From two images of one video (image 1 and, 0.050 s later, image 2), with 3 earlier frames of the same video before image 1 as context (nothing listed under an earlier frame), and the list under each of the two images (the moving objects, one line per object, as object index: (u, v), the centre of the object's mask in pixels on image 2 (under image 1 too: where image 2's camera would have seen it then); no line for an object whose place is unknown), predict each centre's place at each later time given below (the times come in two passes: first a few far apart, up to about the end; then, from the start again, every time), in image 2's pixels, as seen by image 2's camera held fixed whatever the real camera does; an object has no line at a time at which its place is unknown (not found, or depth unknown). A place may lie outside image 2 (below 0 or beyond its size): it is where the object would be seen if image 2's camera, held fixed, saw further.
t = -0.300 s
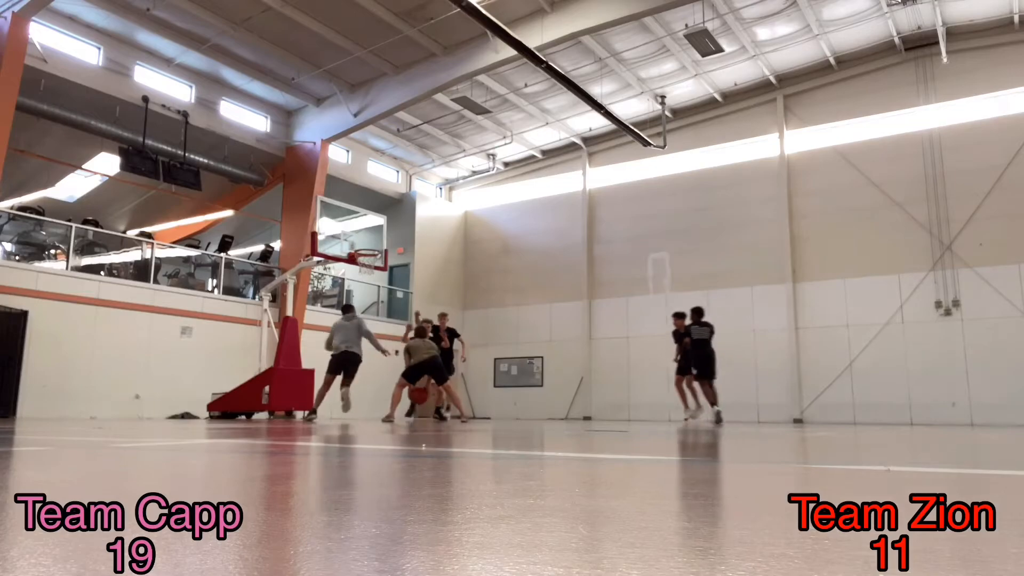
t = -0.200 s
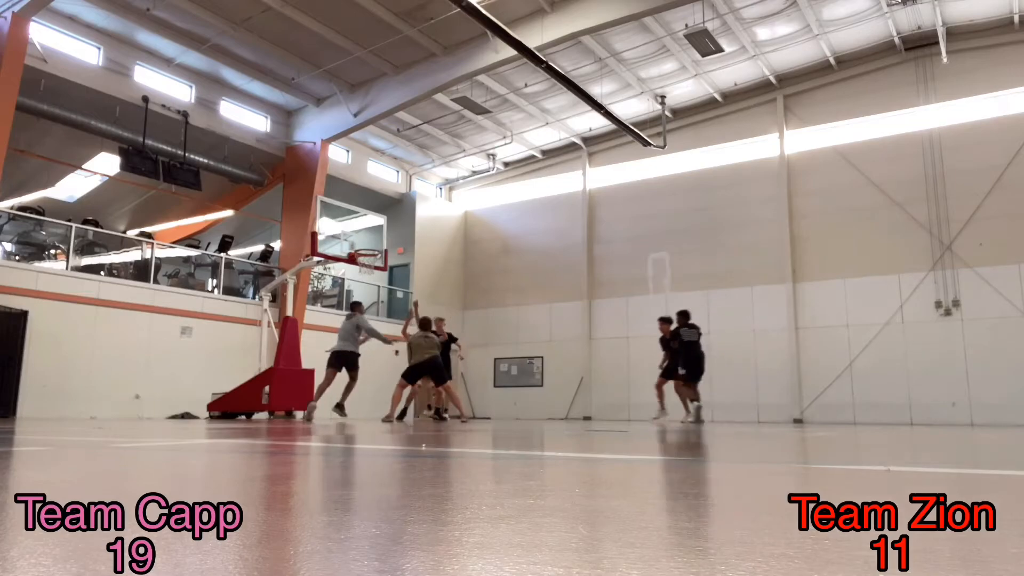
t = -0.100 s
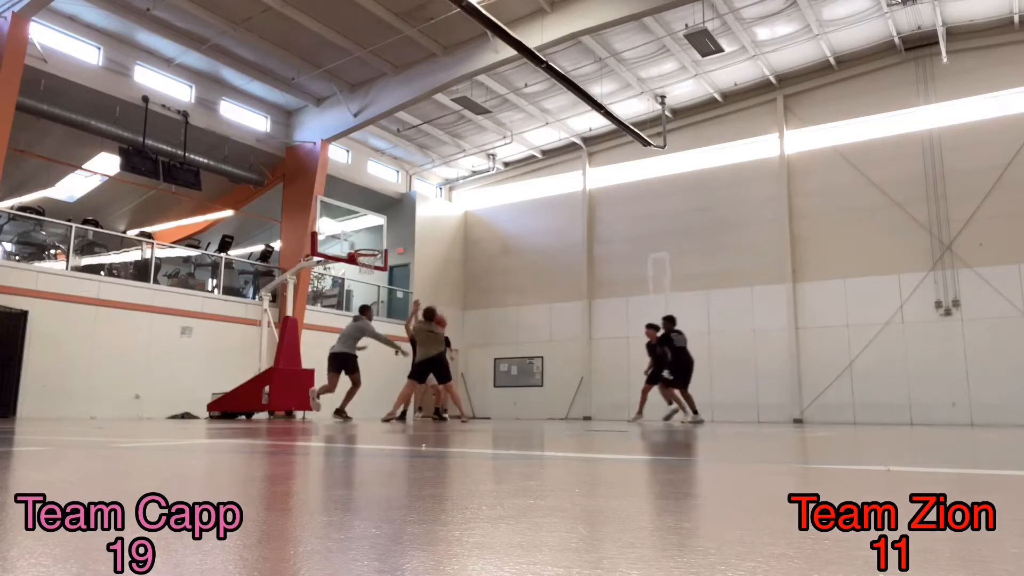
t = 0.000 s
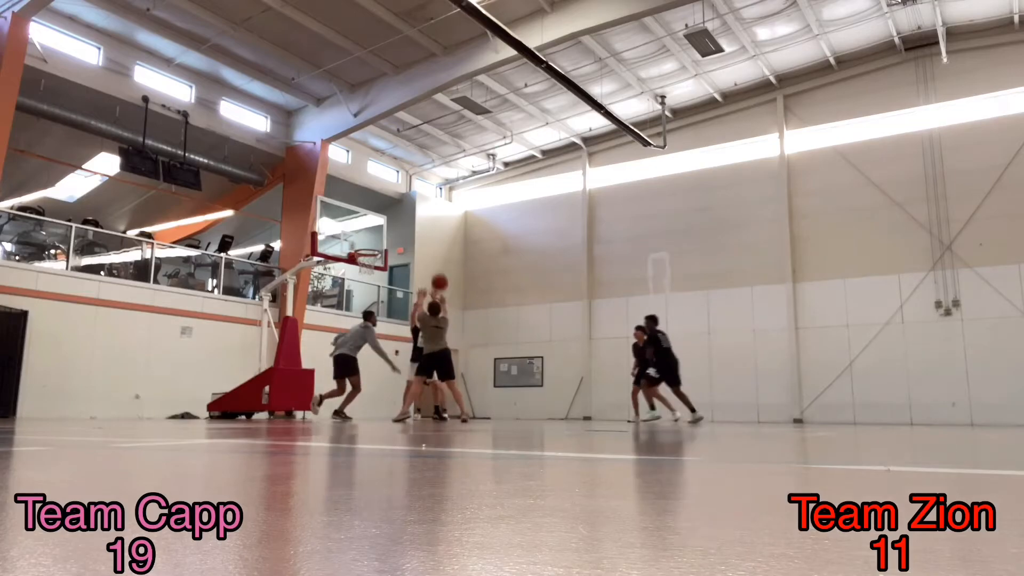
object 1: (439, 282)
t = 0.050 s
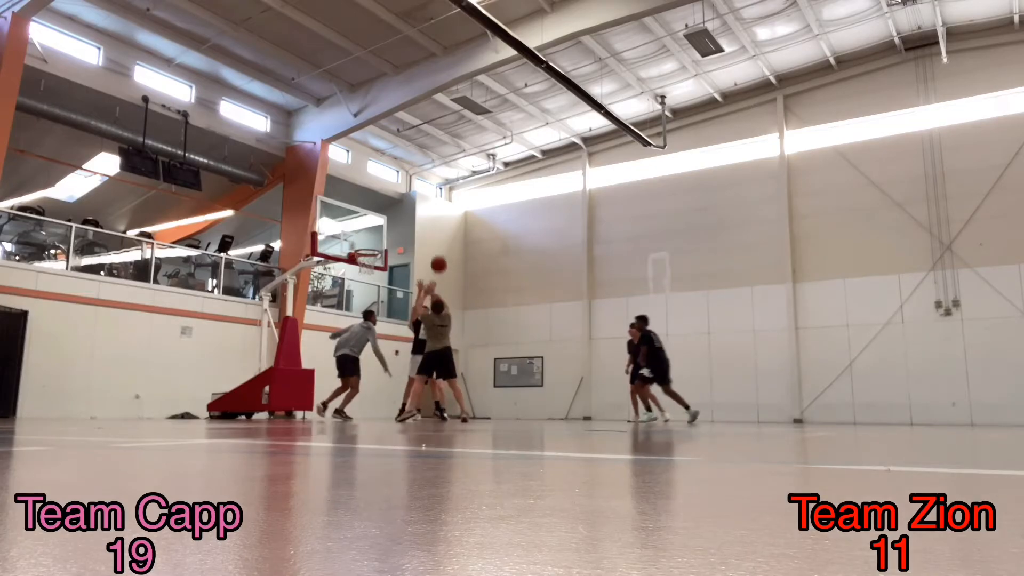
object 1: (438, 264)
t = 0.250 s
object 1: (435, 216)
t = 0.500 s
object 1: (430, 197)
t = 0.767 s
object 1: (424, 213)
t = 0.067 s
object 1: (438, 259)
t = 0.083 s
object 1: (438, 254)
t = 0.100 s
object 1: (438, 249)
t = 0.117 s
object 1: (437, 244)
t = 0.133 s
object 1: (437, 240)
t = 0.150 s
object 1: (436, 236)
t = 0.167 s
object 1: (436, 232)
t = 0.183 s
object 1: (436, 228)
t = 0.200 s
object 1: (436, 225)
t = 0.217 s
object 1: (435, 222)
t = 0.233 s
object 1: (435, 219)
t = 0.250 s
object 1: (435, 216)
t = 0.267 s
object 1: (434, 213)
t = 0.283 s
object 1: (434, 211)
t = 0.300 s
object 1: (434, 209)
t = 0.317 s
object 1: (433, 206)
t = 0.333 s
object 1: (433, 205)
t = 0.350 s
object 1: (433, 203)
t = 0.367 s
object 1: (432, 202)
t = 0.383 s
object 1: (432, 201)
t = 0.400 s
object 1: (432, 200)
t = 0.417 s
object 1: (431, 199)
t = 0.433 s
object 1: (431, 198)
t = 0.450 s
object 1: (431, 198)
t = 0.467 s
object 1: (430, 197)
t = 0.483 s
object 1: (430, 197)
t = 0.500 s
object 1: (430, 197)
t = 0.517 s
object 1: (430, 197)
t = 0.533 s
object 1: (429, 197)
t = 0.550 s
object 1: (429, 198)
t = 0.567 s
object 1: (428, 198)
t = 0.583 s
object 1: (428, 198)
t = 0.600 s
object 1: (428, 199)
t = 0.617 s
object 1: (427, 200)
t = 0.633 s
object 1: (427, 201)
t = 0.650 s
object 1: (427, 202)
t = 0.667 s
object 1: (426, 203)
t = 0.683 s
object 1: (426, 204)
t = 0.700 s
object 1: (426, 206)
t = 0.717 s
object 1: (425, 208)
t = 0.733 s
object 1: (425, 209)
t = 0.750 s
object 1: (425, 211)
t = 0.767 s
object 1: (424, 213)
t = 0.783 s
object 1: (424, 215)
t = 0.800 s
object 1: (424, 218)
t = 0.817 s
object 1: (423, 220)
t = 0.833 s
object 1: (423, 222)
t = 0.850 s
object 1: (423, 225)
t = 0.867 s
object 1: (423, 228)
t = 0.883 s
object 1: (422, 231)
